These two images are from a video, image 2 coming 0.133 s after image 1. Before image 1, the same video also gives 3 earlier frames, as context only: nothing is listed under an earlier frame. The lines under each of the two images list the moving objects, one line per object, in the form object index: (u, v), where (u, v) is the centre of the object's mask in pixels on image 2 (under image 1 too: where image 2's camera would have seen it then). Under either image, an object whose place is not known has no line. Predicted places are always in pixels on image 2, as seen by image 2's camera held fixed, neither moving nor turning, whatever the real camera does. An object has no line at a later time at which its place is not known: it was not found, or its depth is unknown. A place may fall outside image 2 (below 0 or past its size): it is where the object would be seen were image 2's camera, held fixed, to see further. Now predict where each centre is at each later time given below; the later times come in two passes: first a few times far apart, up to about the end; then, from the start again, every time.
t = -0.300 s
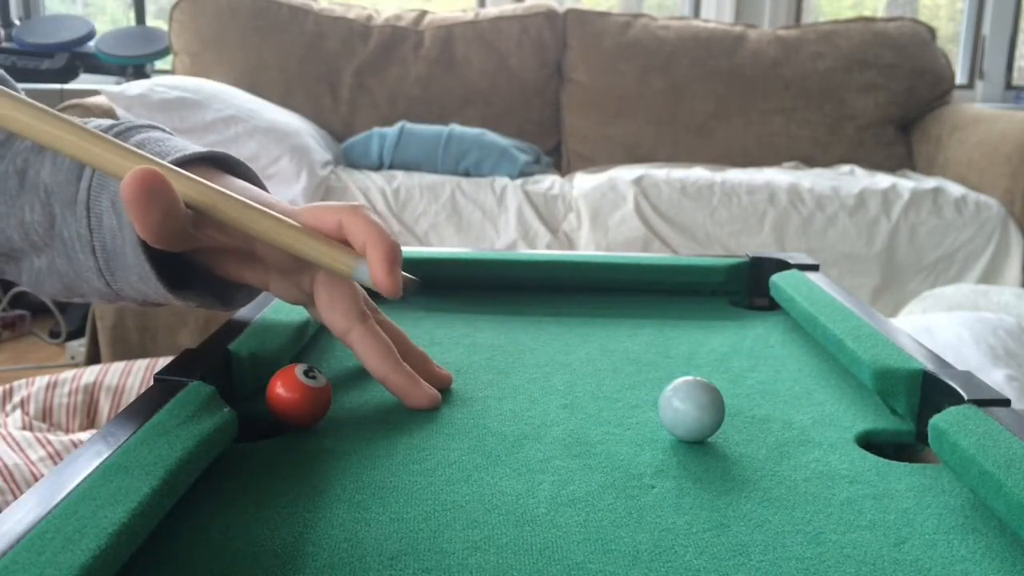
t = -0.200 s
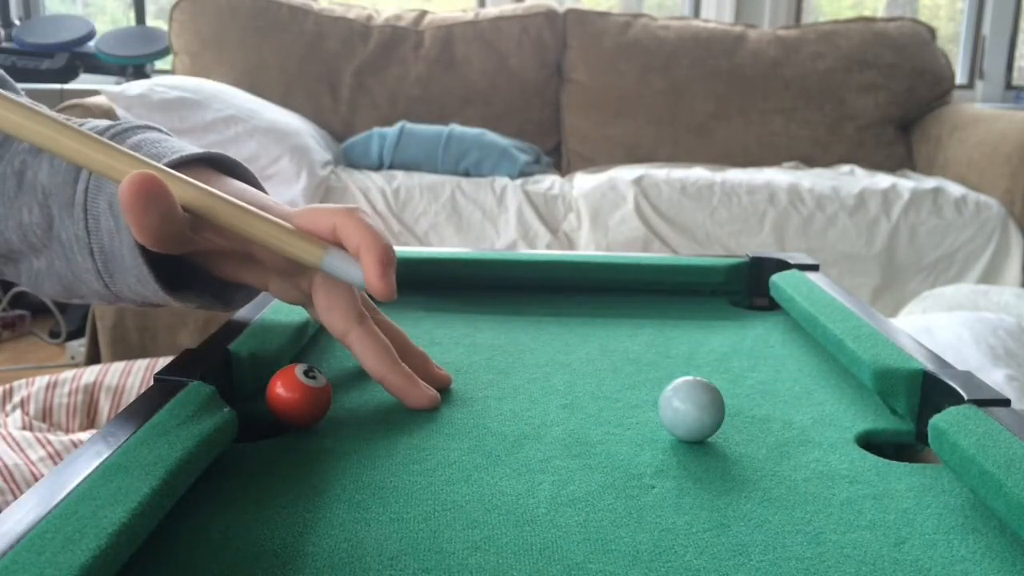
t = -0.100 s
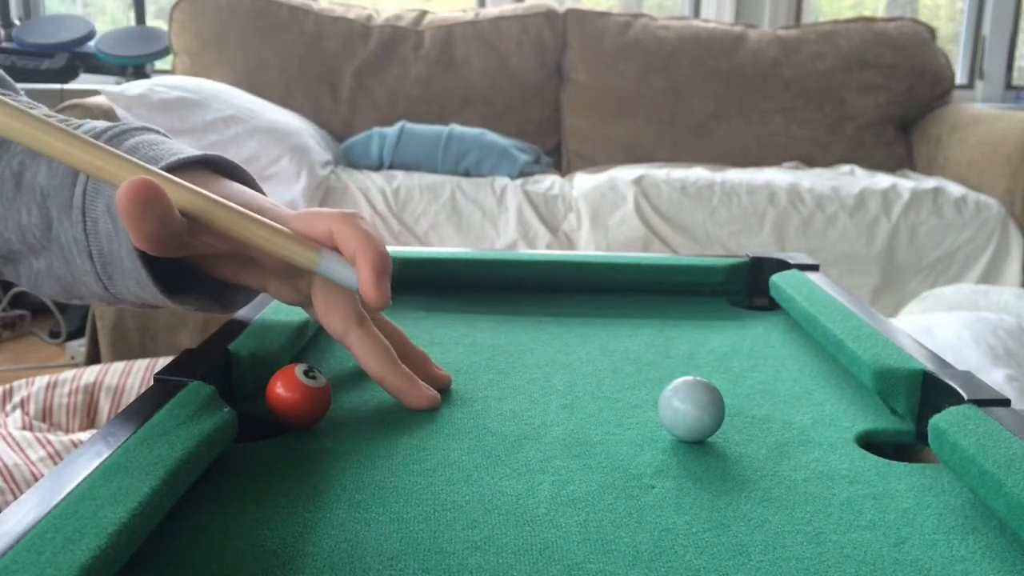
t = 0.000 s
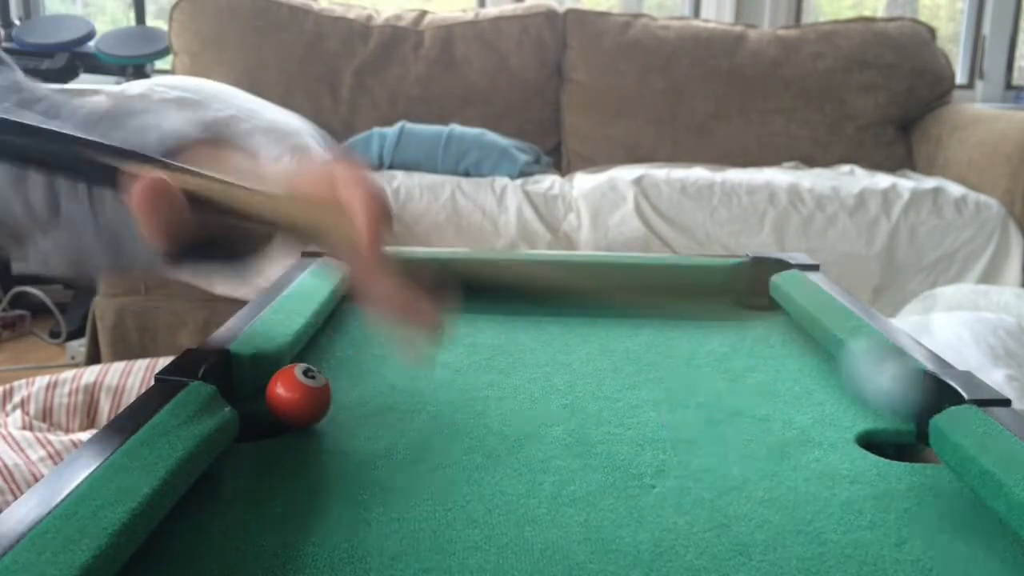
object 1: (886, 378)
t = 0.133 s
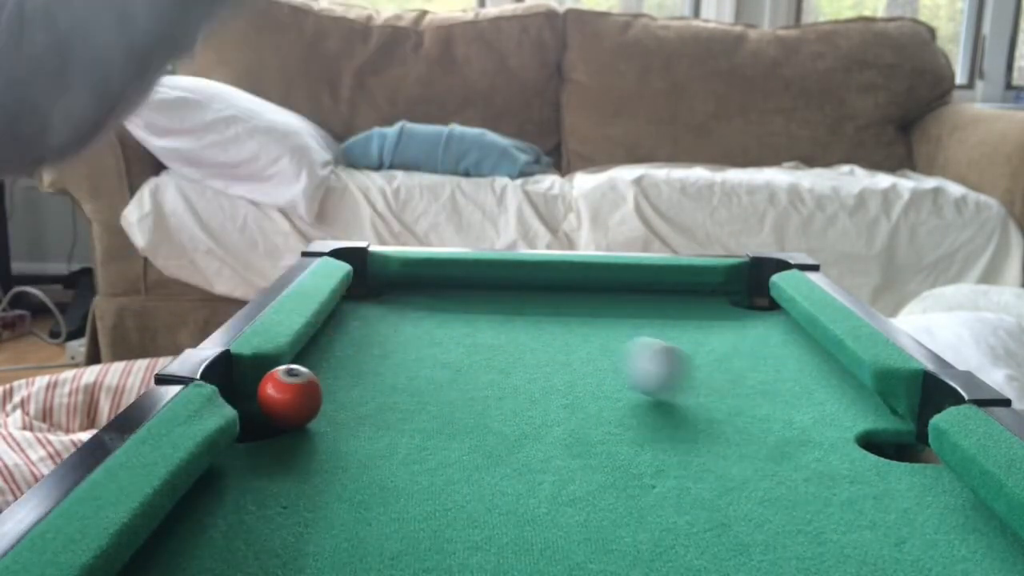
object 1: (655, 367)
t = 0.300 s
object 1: (569, 332)
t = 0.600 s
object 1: (504, 285)
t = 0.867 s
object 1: (431, 287)
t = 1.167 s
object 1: (380, 289)
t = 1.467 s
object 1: (377, 289)
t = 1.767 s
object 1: (377, 289)
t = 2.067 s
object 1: (377, 289)
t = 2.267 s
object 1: (377, 289)
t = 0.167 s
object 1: (623, 361)
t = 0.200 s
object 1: (603, 354)
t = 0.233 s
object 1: (590, 346)
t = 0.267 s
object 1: (579, 339)
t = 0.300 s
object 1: (569, 332)
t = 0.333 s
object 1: (561, 326)
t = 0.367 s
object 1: (551, 320)
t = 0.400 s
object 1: (543, 314)
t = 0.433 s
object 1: (536, 308)
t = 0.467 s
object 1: (529, 303)
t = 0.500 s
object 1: (522, 298)
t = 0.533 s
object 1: (516, 294)
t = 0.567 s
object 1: (510, 289)
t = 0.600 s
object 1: (504, 285)
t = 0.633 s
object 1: (498, 282)
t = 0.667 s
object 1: (487, 283)
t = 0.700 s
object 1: (477, 284)
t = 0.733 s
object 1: (467, 285)
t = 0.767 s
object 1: (457, 285)
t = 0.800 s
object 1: (448, 286)
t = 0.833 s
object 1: (439, 287)
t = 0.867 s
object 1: (431, 287)
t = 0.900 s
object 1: (423, 288)
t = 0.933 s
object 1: (415, 288)
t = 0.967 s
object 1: (408, 289)
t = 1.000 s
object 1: (402, 289)
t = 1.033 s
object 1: (397, 289)
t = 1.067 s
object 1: (392, 289)
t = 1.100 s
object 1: (387, 289)
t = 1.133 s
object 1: (383, 288)
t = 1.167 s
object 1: (380, 289)
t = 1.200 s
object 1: (378, 288)
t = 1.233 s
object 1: (376, 287)
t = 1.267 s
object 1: (375, 288)
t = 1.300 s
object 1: (375, 288)
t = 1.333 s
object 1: (375, 288)
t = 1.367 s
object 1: (376, 288)
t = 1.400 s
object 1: (377, 288)
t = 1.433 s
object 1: (377, 289)
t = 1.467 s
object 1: (377, 289)
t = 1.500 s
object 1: (377, 289)
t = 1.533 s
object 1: (377, 289)
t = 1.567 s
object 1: (377, 289)
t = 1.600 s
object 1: (377, 289)
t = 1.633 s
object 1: (377, 289)
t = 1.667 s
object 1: (377, 289)
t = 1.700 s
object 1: (377, 289)
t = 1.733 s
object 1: (377, 289)
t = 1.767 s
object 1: (377, 289)
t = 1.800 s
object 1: (377, 289)
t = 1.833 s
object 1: (377, 289)
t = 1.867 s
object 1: (377, 289)
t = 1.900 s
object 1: (377, 289)
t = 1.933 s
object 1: (377, 289)
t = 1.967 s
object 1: (377, 289)
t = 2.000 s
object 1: (377, 289)
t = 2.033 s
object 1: (377, 289)
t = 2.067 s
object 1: (377, 289)
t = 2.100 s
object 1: (377, 289)
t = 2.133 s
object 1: (377, 289)
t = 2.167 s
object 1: (377, 289)
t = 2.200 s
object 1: (377, 289)
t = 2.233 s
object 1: (377, 289)
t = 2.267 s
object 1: (377, 289)
